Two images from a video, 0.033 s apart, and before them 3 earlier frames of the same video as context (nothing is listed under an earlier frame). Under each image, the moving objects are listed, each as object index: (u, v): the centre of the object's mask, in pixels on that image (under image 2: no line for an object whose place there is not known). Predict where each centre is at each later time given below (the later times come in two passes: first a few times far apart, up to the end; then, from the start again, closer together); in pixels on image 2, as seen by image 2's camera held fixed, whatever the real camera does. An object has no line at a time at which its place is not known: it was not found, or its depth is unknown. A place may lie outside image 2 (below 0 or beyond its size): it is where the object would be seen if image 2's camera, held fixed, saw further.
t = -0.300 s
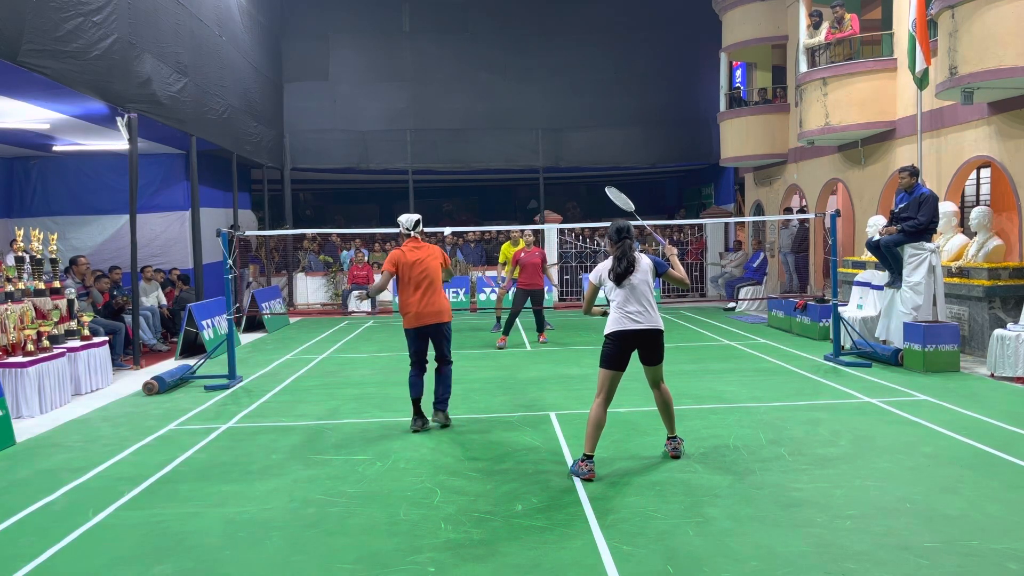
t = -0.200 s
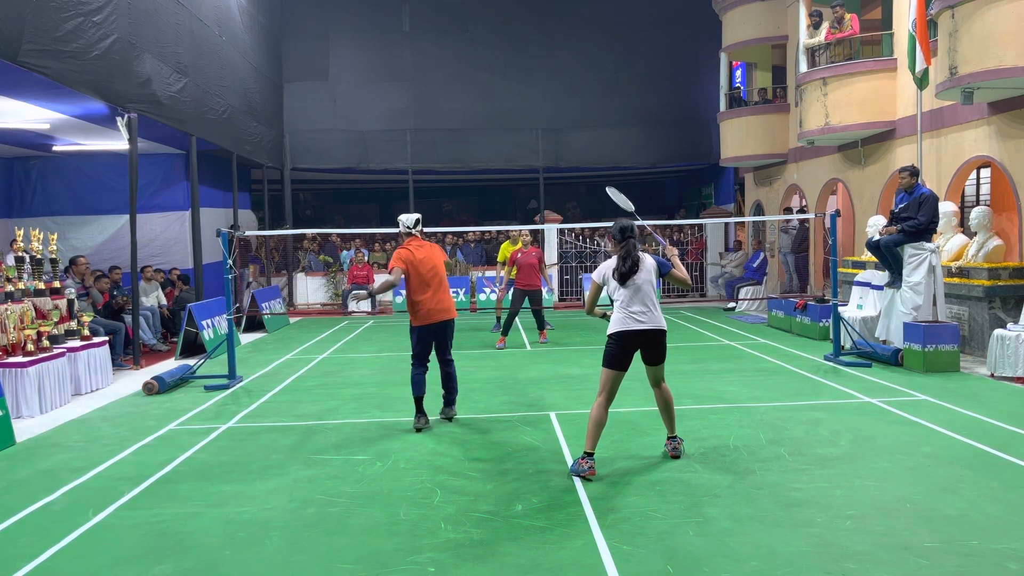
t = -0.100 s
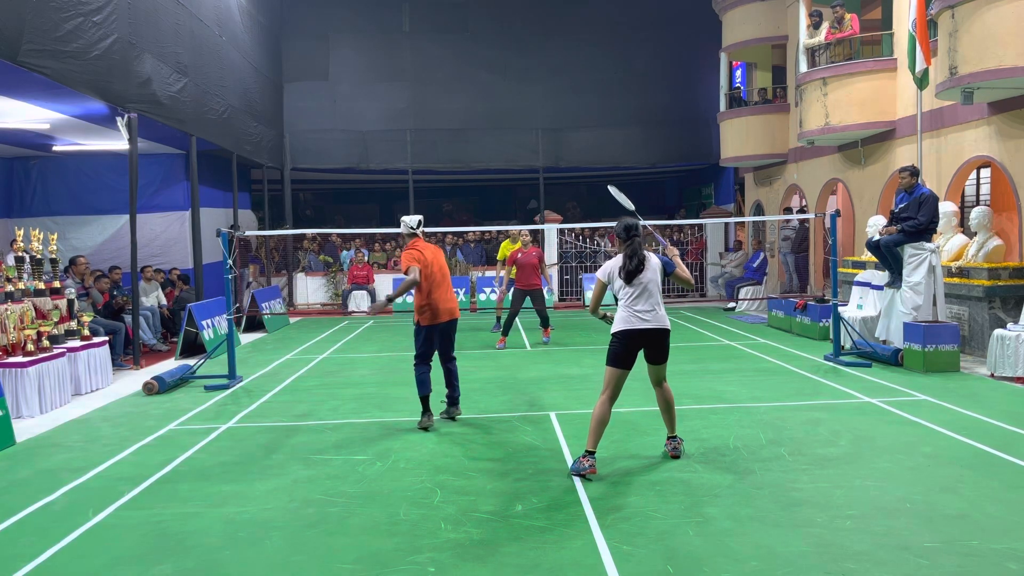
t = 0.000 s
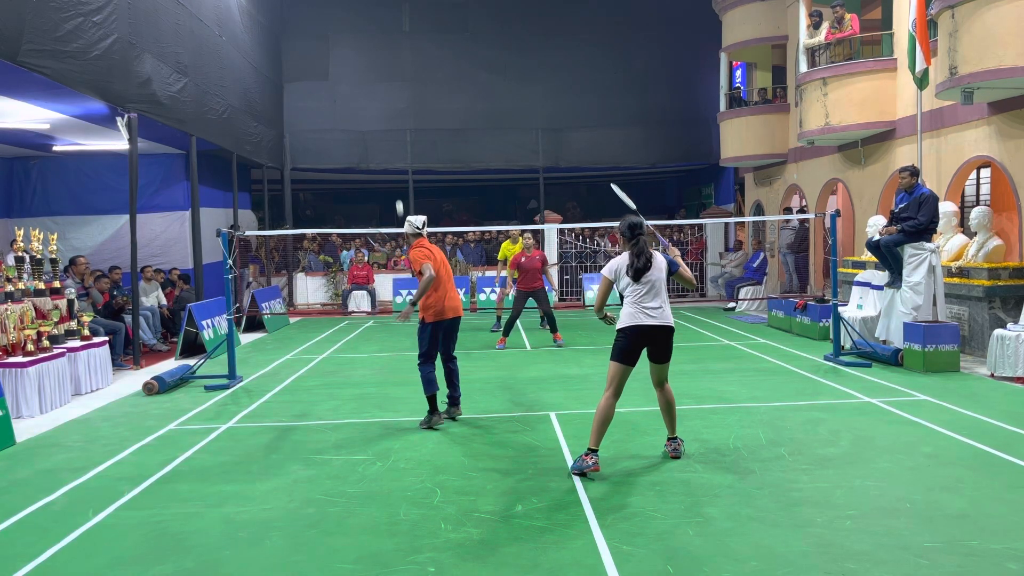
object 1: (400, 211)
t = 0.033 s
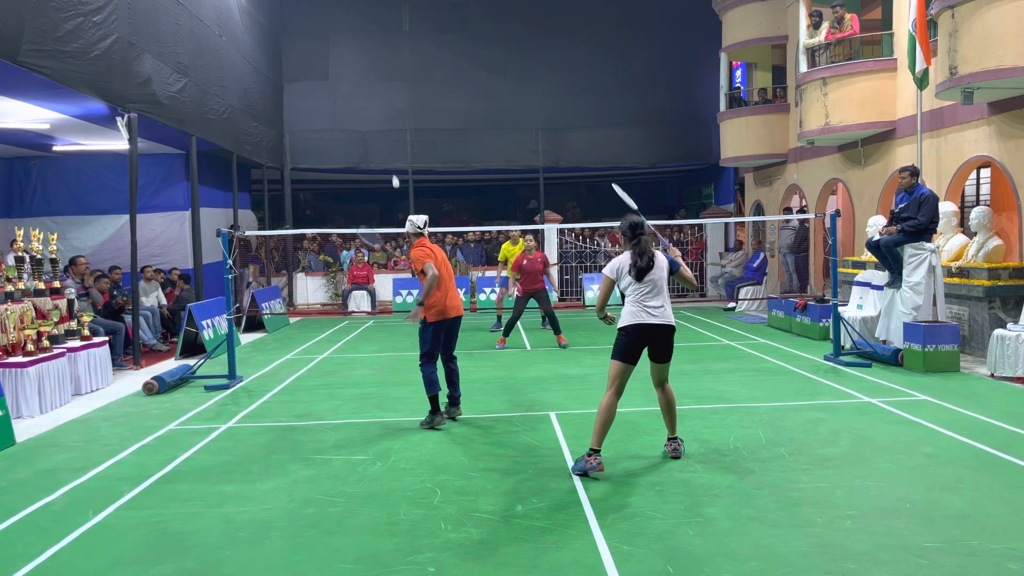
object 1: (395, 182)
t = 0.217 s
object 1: (381, 101)
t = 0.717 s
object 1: (376, 101)
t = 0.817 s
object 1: (378, 117)
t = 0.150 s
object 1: (384, 120)
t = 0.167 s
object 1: (383, 115)
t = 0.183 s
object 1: (383, 110)
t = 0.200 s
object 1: (382, 105)
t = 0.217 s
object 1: (381, 101)
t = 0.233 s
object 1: (380, 98)
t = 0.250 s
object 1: (380, 95)
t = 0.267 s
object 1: (379, 92)
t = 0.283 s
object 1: (379, 89)
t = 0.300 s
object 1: (378, 87)
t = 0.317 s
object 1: (378, 86)
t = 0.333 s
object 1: (377, 84)
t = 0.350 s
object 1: (377, 82)
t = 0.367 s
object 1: (377, 81)
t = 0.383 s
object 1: (377, 81)
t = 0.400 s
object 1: (376, 80)
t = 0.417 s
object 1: (376, 80)
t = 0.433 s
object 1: (376, 80)
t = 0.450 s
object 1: (376, 80)
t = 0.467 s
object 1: (376, 80)
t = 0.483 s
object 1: (375, 80)
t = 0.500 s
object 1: (375, 81)
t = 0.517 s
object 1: (375, 81)
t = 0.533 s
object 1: (375, 82)
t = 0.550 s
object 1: (375, 83)
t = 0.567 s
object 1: (375, 84)
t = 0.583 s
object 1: (375, 85)
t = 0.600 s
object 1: (375, 87)
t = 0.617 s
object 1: (375, 88)
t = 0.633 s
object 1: (375, 90)
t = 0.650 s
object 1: (375, 92)
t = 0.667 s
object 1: (376, 94)
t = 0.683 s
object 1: (376, 96)
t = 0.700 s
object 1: (376, 98)
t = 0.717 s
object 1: (376, 101)
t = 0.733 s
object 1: (376, 103)
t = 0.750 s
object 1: (377, 106)
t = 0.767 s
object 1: (377, 108)
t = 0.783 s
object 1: (377, 111)
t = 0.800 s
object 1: (377, 114)
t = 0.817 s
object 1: (378, 117)
